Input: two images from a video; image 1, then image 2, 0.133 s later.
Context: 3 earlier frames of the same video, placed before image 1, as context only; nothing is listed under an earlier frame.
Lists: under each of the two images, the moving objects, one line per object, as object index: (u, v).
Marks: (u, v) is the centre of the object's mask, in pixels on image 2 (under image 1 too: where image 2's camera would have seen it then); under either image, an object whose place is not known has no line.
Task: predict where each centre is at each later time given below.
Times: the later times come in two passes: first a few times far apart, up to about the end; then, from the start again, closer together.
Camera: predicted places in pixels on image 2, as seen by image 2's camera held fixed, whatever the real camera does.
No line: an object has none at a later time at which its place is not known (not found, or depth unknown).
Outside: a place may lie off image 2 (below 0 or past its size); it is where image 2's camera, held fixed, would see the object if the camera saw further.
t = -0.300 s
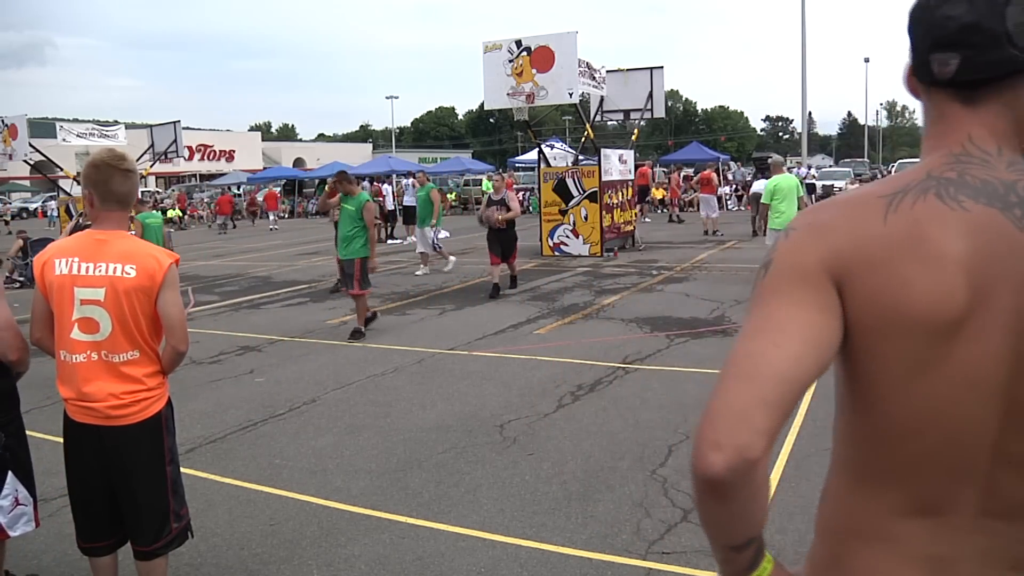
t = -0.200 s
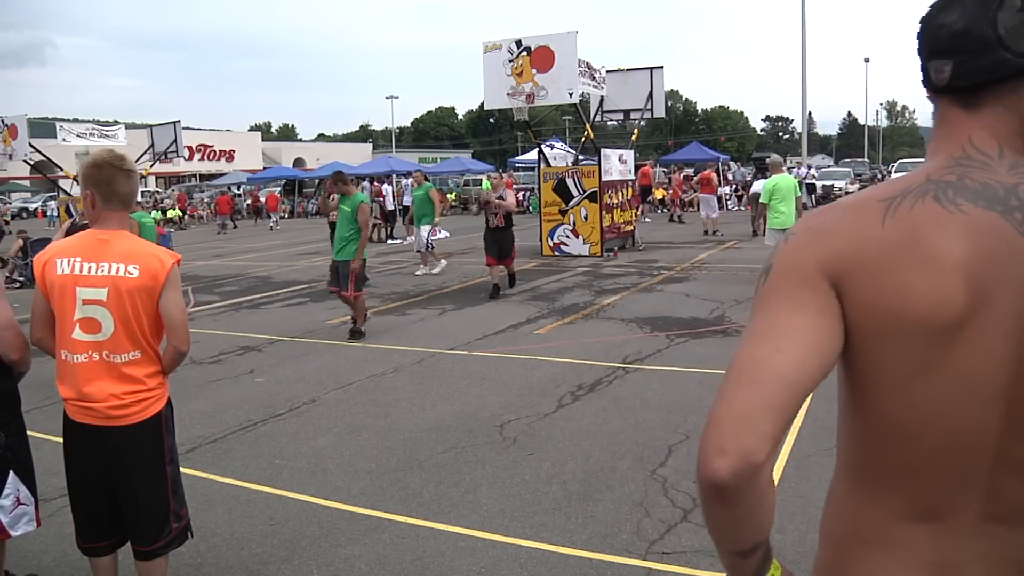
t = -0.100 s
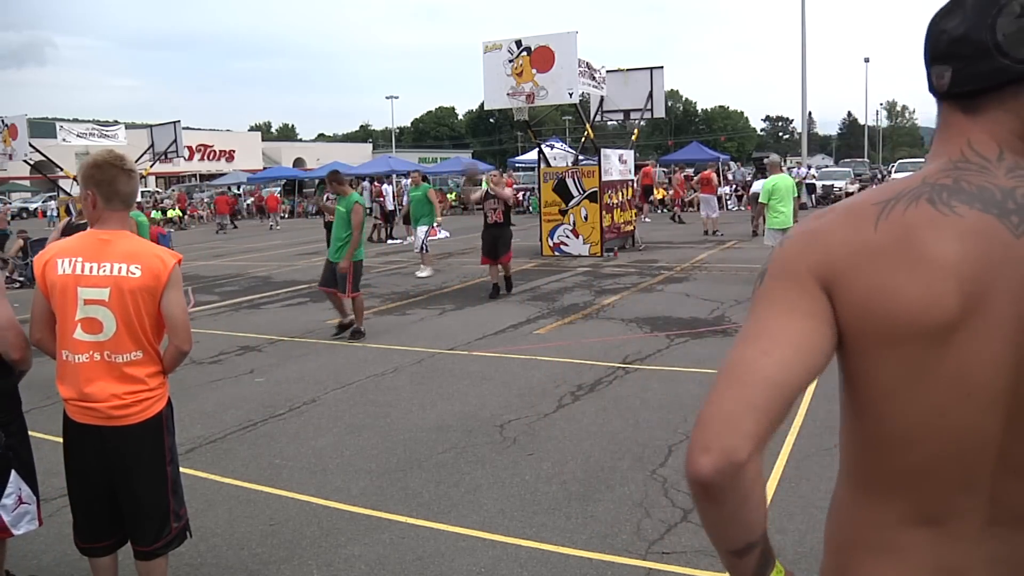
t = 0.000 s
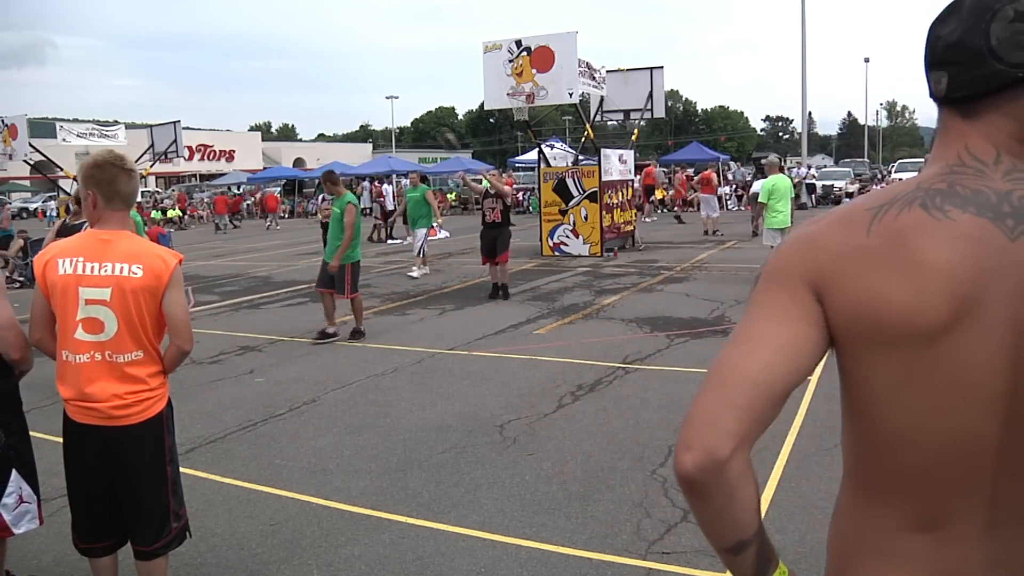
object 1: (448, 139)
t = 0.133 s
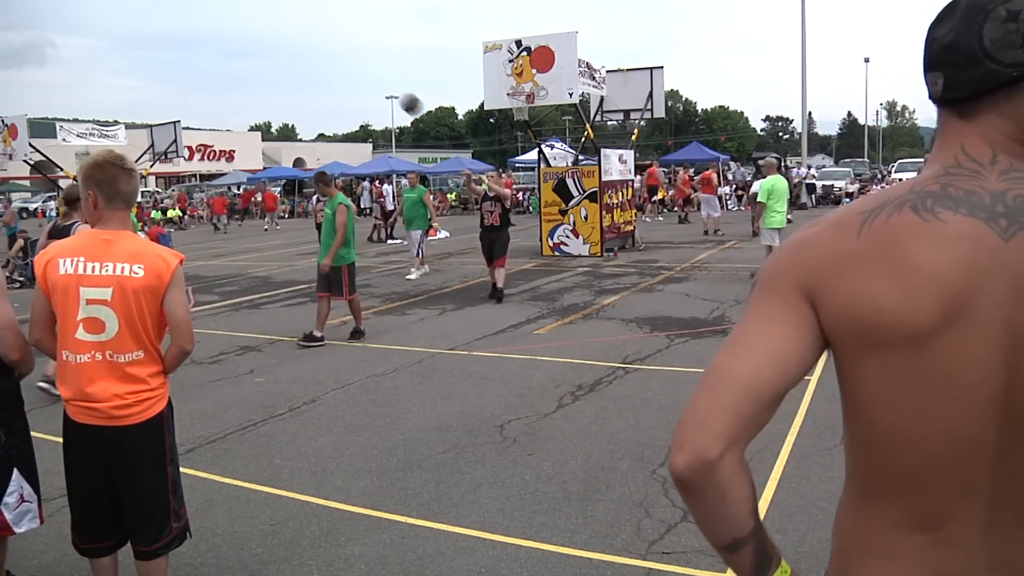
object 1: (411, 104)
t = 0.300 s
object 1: (360, 75)
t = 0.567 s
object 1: (263, 77)
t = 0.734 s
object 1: (194, 118)
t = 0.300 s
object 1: (360, 75)
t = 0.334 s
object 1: (349, 72)
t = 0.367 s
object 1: (337, 69)
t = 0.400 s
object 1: (326, 68)
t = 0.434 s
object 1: (314, 68)
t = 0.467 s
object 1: (302, 68)
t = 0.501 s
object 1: (289, 70)
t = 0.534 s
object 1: (276, 73)
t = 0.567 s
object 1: (263, 77)
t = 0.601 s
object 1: (250, 83)
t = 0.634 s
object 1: (236, 90)
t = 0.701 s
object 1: (208, 108)
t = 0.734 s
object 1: (194, 118)
